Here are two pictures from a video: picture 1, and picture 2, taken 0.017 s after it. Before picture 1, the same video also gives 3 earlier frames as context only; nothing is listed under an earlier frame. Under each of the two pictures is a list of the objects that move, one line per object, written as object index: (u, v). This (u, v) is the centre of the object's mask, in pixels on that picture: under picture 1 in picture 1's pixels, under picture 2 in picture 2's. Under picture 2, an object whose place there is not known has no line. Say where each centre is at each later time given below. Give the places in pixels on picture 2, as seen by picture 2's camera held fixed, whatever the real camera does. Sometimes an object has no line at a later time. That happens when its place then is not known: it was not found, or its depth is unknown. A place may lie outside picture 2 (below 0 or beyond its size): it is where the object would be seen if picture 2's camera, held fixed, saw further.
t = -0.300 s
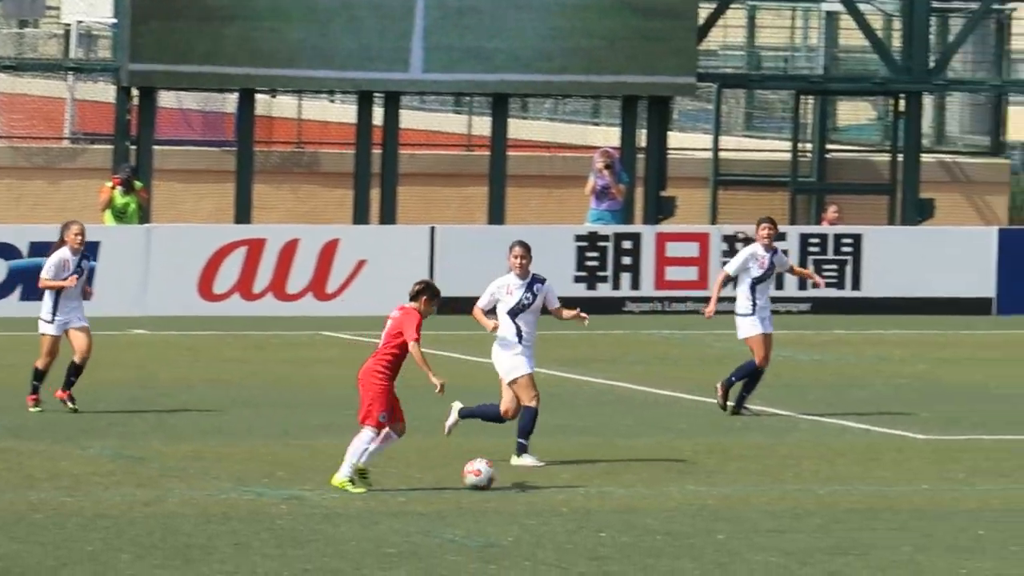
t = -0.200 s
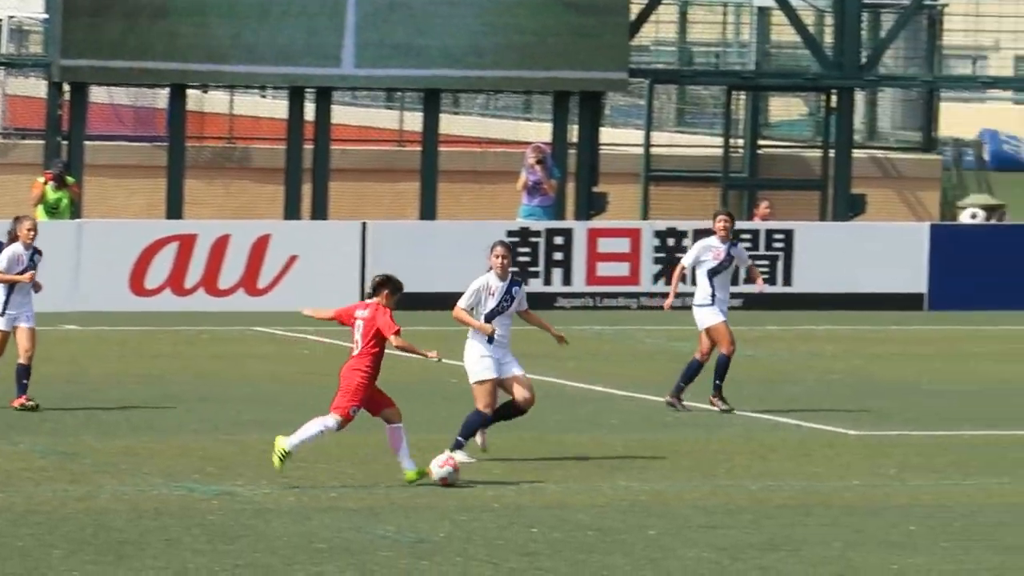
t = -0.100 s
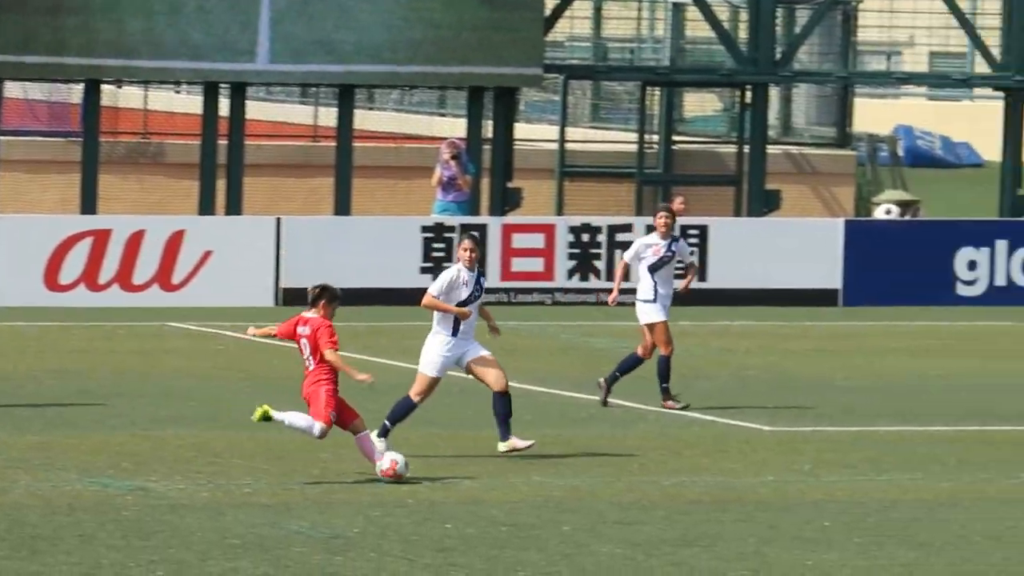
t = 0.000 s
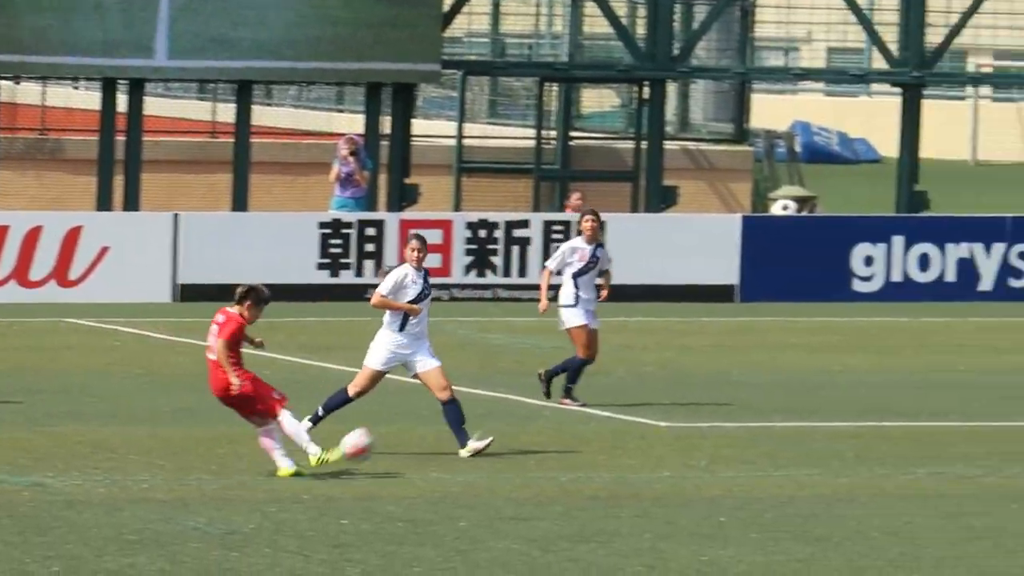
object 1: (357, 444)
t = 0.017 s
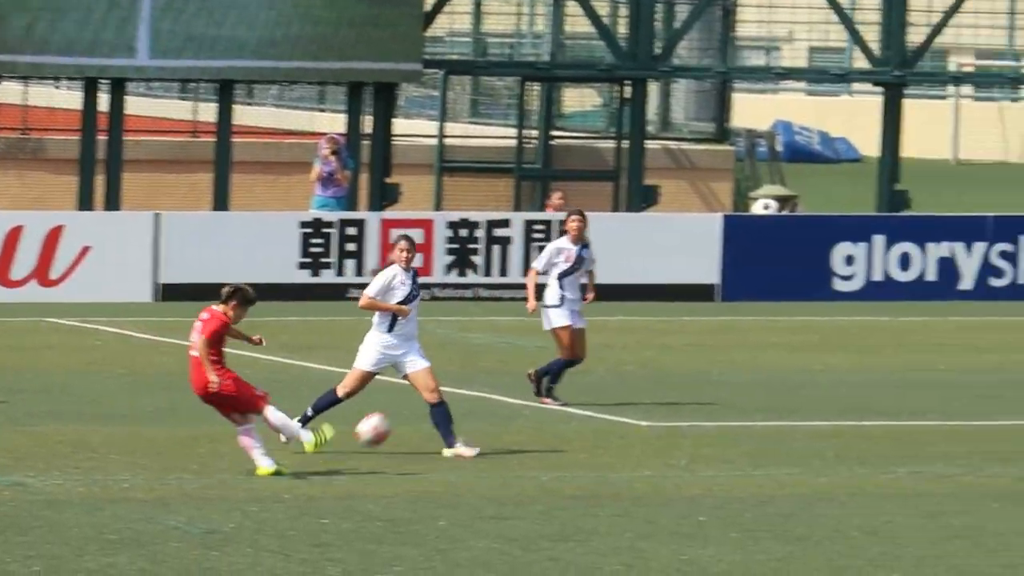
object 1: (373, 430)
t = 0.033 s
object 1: (407, 415)
